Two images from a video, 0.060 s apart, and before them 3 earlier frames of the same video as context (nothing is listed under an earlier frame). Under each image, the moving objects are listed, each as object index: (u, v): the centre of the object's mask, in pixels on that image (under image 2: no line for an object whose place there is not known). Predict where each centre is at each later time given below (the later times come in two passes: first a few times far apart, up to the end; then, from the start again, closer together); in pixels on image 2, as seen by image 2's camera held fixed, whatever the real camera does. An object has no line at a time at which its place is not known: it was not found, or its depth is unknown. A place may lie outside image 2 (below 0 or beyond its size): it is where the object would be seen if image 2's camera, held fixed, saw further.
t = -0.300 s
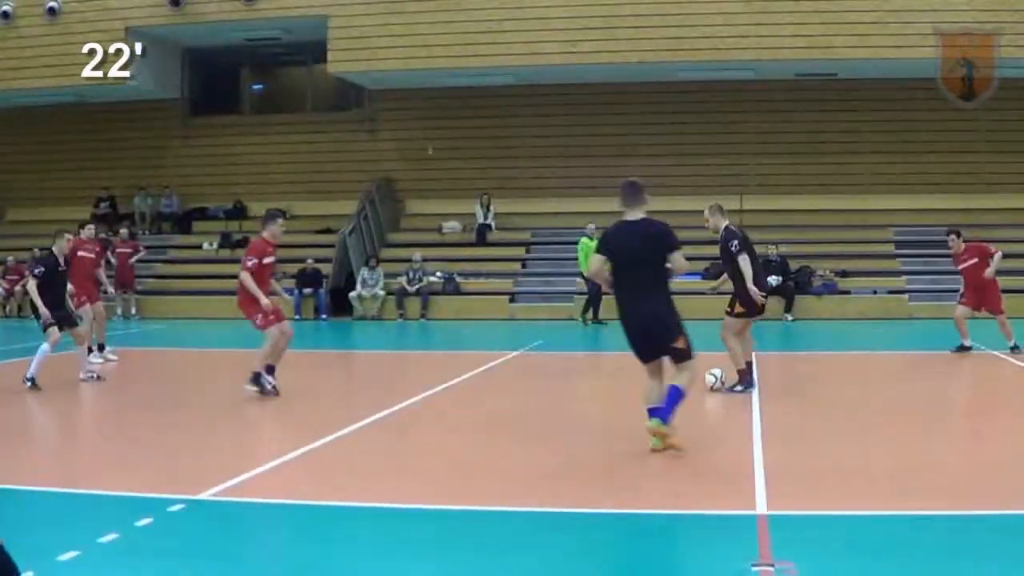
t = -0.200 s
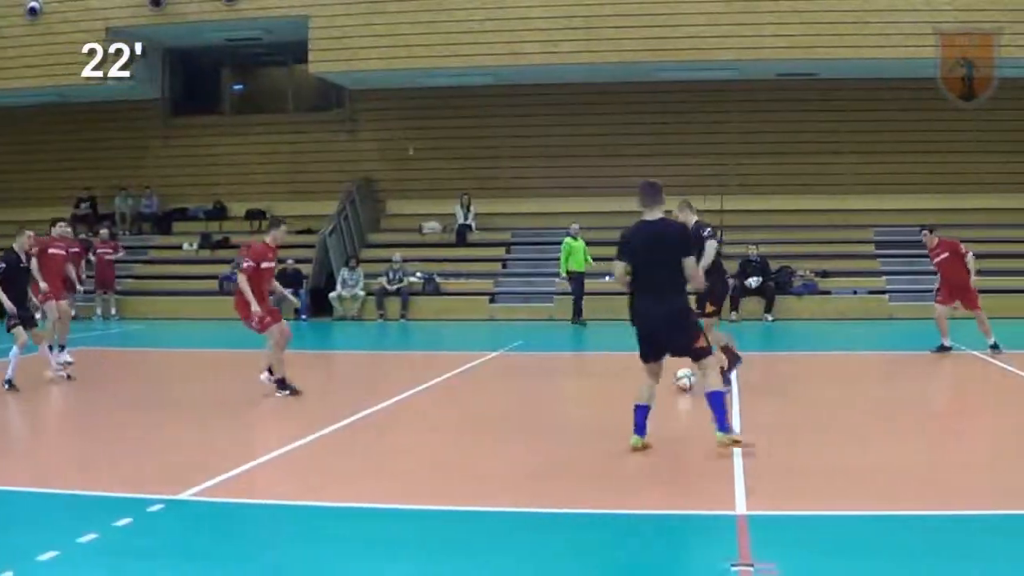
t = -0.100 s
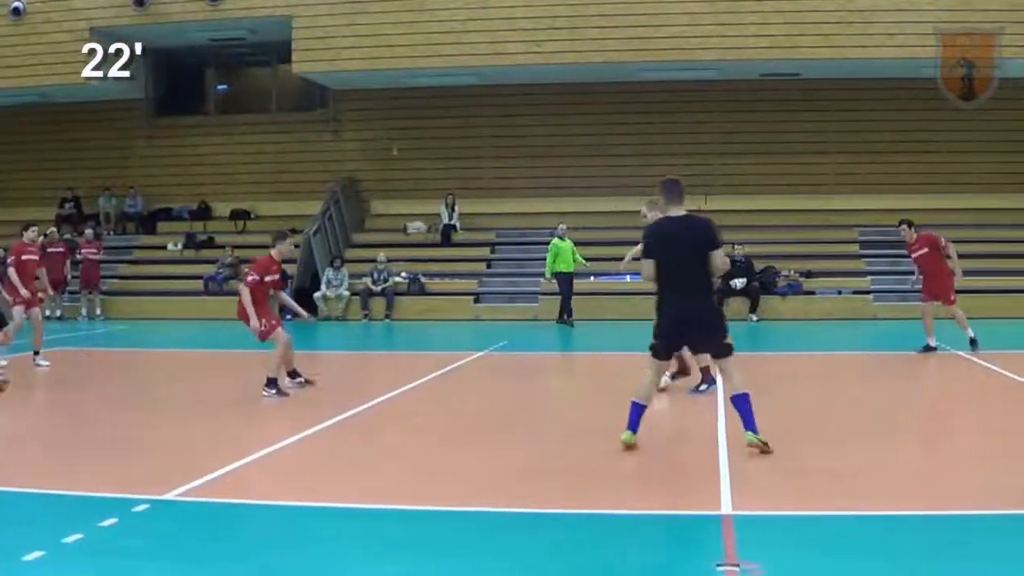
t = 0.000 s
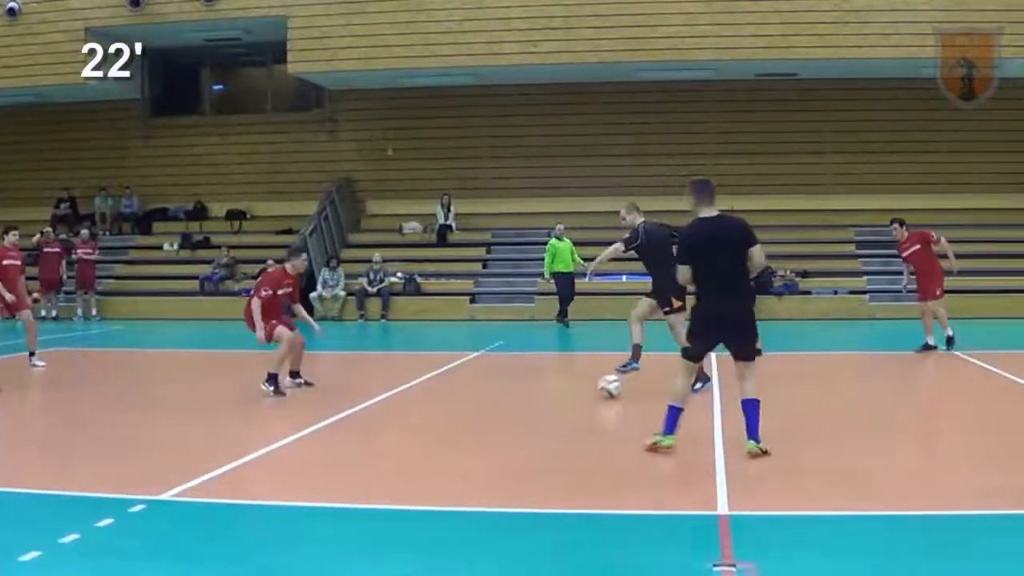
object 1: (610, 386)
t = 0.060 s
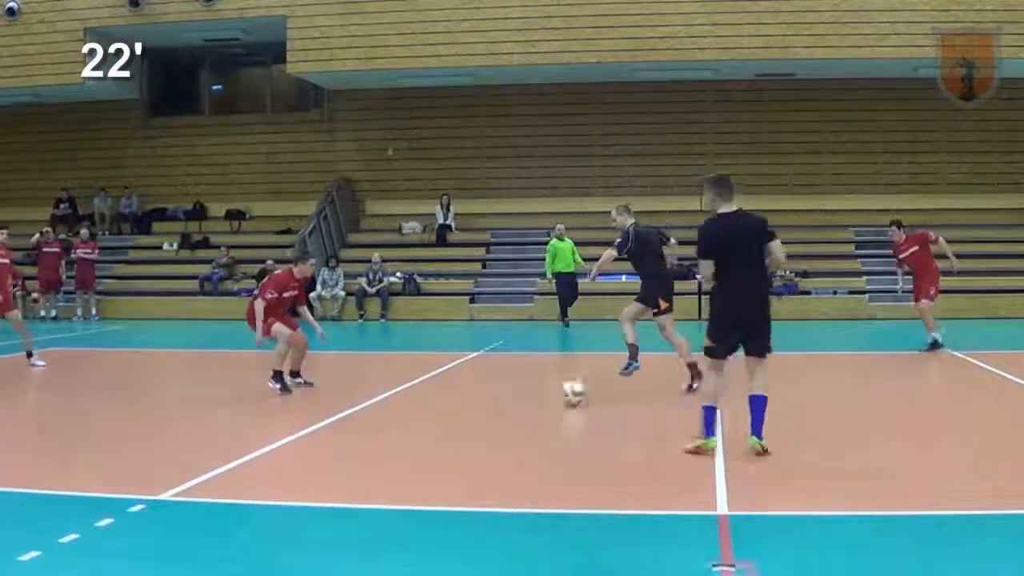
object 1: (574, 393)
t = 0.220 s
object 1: (470, 410)
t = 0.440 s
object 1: (316, 436)
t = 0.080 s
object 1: (560, 396)
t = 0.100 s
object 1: (549, 397)
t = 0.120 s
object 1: (537, 398)
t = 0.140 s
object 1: (523, 403)
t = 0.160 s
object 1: (511, 404)
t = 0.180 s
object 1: (497, 404)
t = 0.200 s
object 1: (483, 408)
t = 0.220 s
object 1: (470, 410)
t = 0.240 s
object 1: (456, 413)
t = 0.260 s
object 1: (444, 415)
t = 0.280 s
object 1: (429, 418)
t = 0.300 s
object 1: (416, 421)
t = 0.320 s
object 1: (402, 422)
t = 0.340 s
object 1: (388, 424)
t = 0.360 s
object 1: (373, 427)
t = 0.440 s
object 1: (316, 436)
